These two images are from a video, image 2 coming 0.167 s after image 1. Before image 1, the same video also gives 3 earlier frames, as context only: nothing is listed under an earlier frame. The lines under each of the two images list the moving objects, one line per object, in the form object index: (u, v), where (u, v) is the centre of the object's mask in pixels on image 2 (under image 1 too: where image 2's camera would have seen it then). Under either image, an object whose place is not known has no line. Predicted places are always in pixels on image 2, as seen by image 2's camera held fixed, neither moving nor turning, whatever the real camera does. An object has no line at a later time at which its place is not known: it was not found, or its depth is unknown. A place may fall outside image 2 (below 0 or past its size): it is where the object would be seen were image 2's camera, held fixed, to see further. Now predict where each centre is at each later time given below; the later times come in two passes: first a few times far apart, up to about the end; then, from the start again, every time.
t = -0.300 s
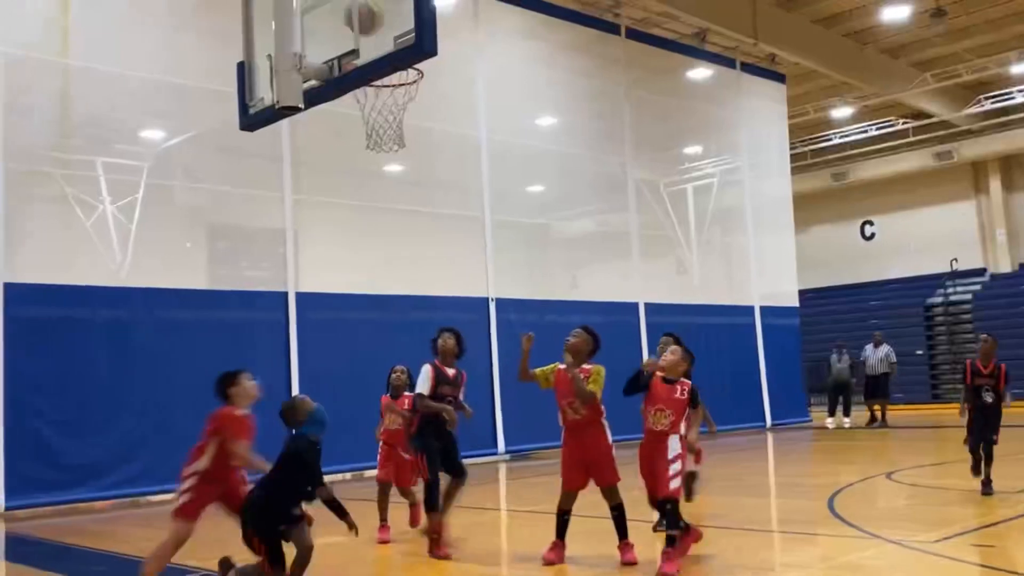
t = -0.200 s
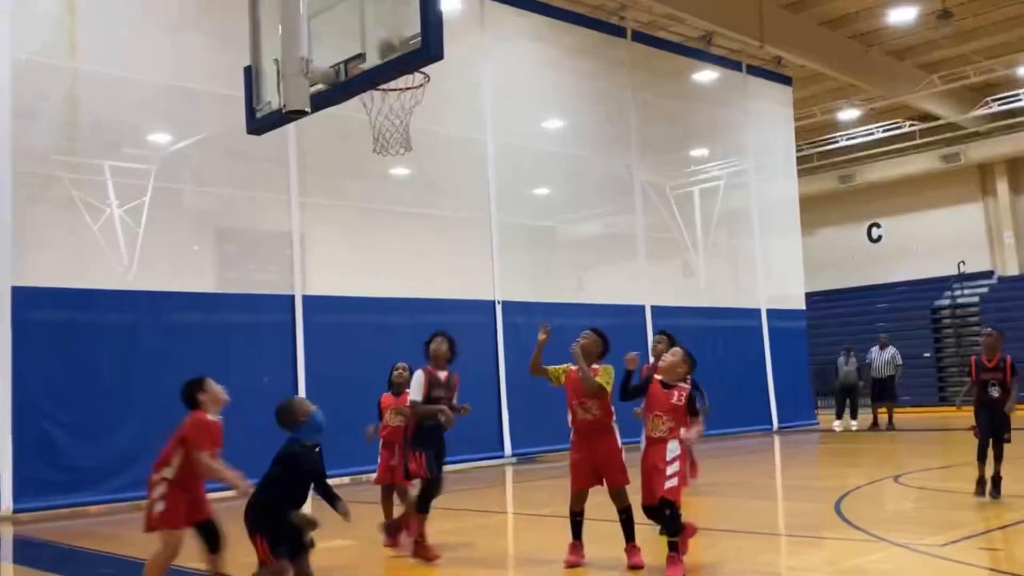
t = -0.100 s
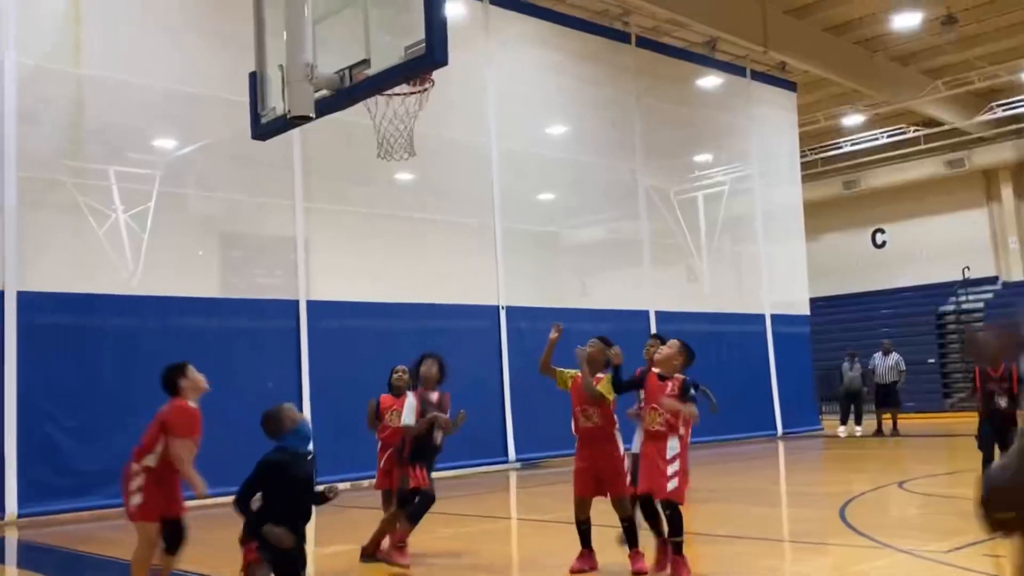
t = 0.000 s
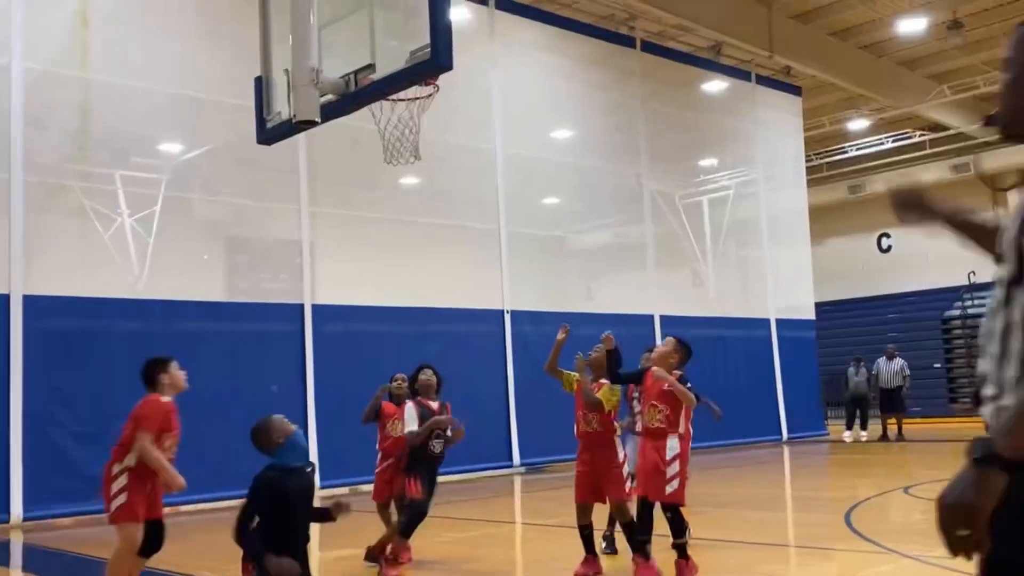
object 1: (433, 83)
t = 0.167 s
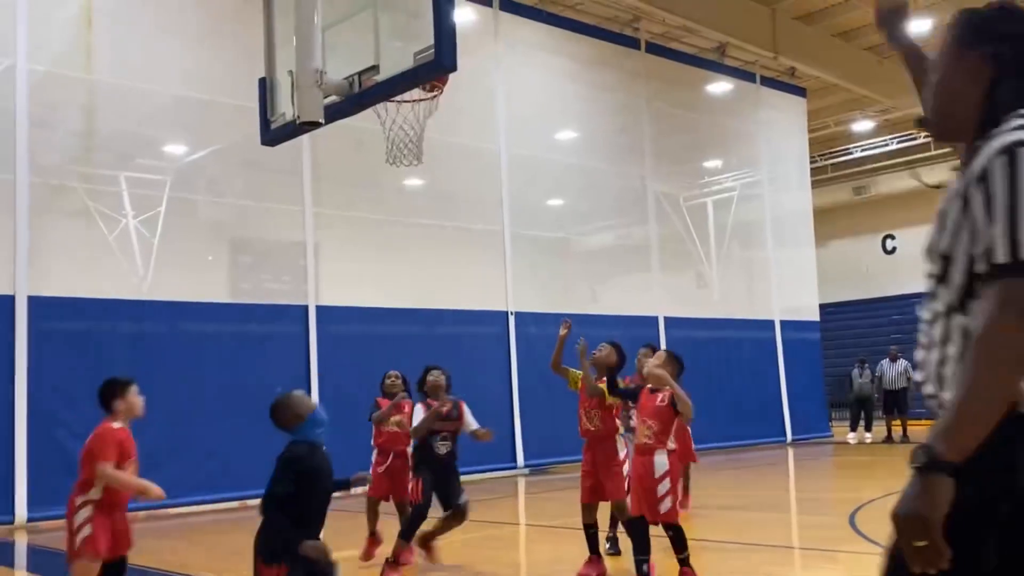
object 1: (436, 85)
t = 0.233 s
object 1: (435, 86)
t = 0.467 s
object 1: (414, 103)
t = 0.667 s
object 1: (397, 139)
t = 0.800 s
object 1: (388, 173)
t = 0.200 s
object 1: (435, 85)
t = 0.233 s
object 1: (435, 86)
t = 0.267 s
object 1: (433, 87)
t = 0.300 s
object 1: (430, 87)
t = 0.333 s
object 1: (428, 91)
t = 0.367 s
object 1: (426, 92)
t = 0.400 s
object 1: (421, 95)
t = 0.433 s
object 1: (418, 100)
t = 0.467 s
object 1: (414, 103)
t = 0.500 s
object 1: (411, 110)
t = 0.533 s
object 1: (407, 115)
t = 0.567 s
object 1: (404, 121)
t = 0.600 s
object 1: (401, 127)
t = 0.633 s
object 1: (398, 133)
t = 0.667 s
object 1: (397, 139)
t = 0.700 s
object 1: (395, 145)
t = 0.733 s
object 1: (391, 153)
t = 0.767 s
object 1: (389, 161)
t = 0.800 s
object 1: (388, 173)
